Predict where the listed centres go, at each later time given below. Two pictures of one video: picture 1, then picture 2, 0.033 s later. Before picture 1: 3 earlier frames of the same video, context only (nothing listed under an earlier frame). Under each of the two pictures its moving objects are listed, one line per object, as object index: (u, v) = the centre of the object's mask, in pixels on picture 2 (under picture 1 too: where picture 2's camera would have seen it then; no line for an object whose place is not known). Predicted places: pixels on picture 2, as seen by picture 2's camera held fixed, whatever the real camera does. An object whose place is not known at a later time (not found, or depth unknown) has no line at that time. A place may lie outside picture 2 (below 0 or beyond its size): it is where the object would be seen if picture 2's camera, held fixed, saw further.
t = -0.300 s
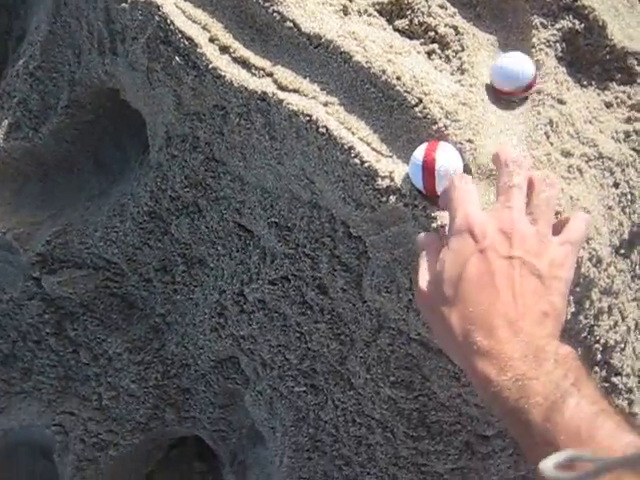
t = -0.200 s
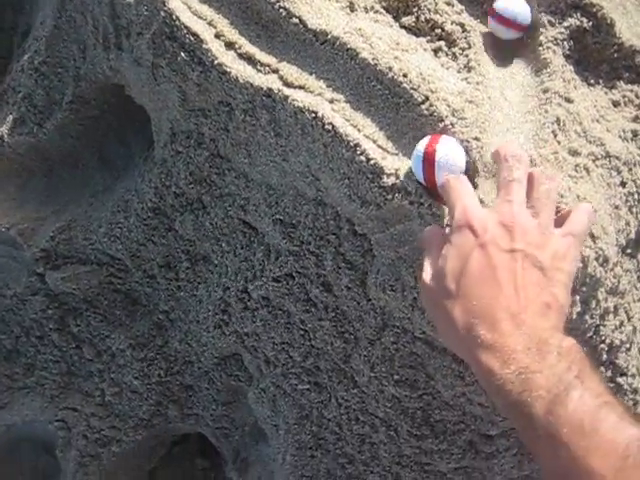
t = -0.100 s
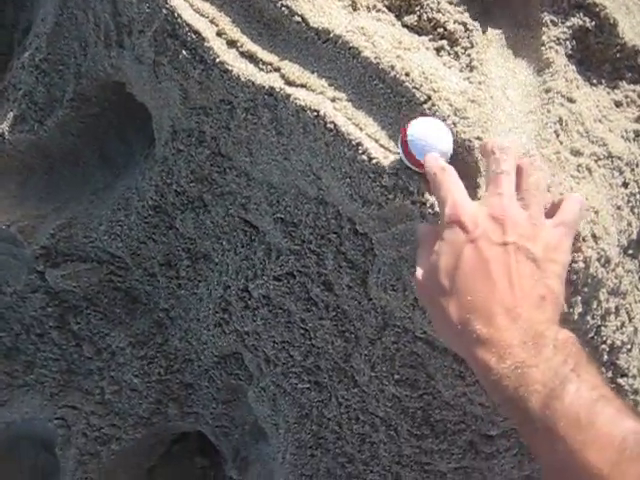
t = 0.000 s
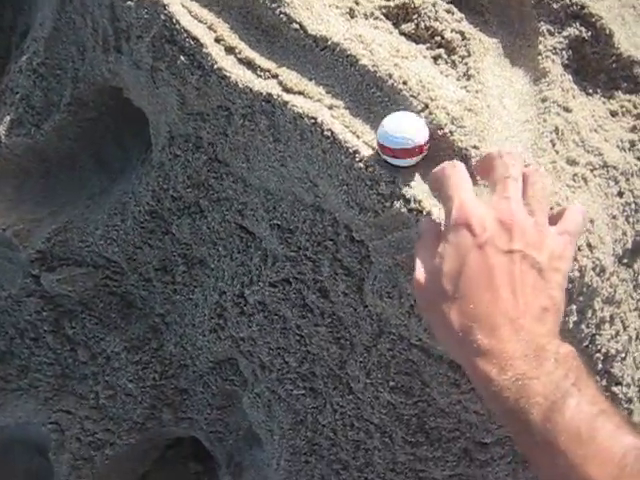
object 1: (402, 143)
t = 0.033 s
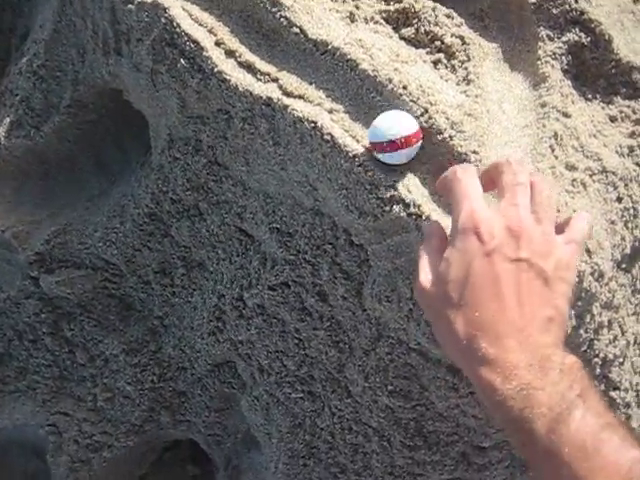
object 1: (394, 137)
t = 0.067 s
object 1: (387, 130)
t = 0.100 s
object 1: (378, 123)
